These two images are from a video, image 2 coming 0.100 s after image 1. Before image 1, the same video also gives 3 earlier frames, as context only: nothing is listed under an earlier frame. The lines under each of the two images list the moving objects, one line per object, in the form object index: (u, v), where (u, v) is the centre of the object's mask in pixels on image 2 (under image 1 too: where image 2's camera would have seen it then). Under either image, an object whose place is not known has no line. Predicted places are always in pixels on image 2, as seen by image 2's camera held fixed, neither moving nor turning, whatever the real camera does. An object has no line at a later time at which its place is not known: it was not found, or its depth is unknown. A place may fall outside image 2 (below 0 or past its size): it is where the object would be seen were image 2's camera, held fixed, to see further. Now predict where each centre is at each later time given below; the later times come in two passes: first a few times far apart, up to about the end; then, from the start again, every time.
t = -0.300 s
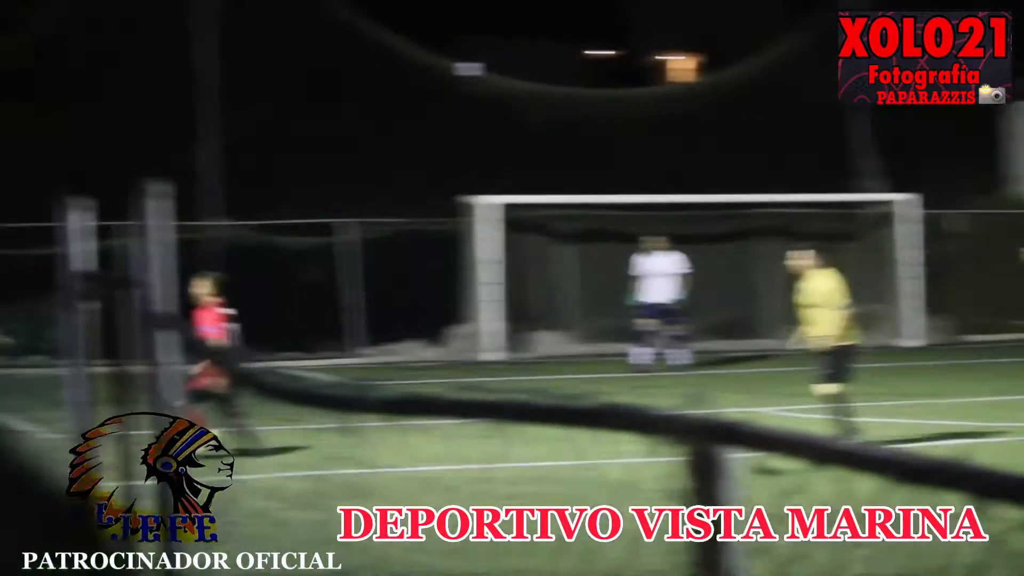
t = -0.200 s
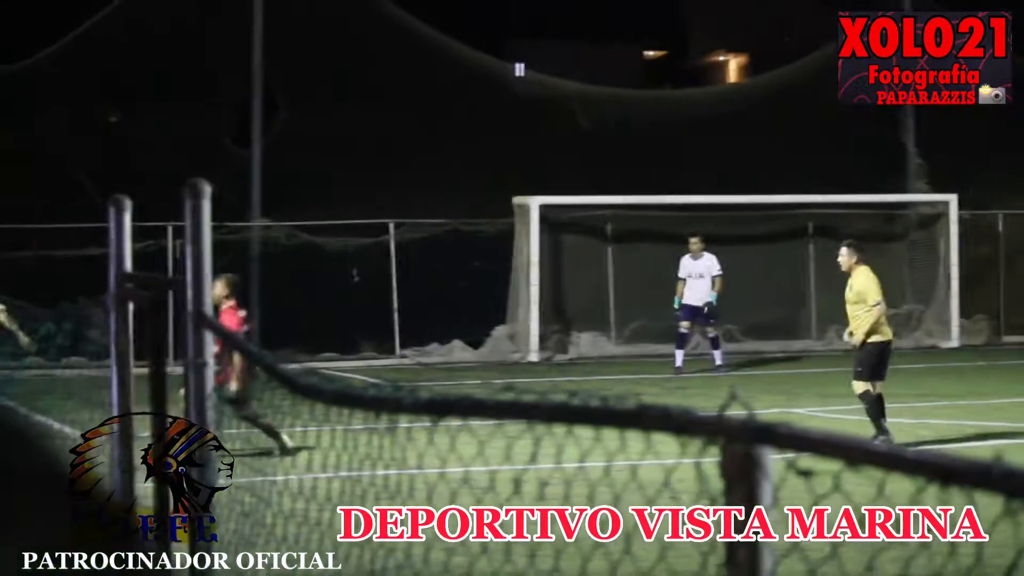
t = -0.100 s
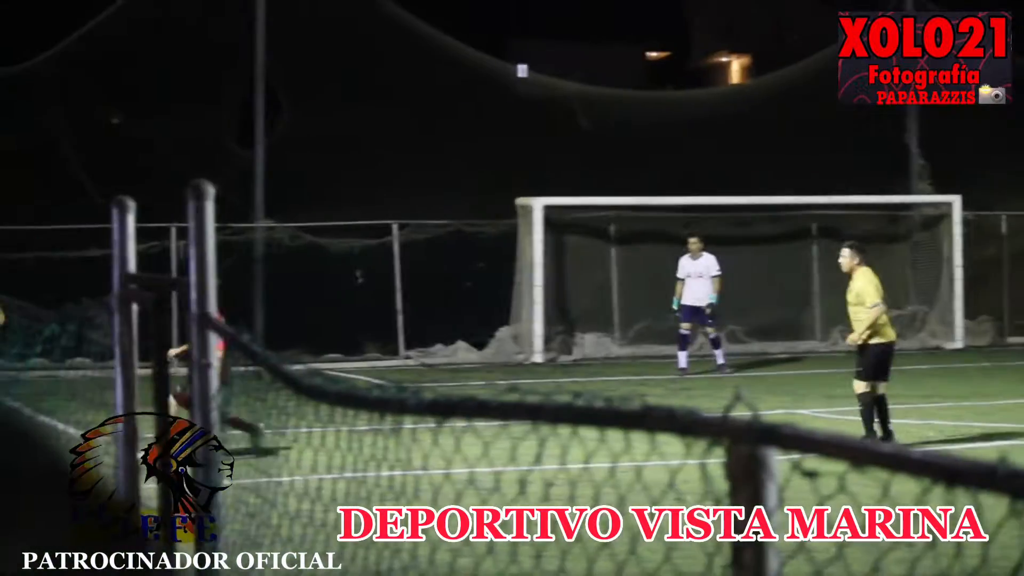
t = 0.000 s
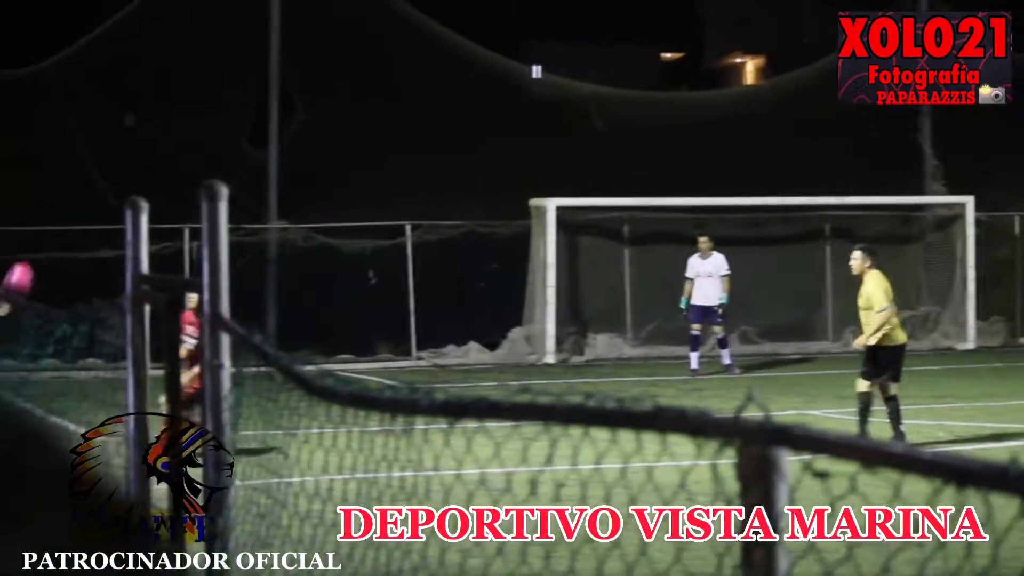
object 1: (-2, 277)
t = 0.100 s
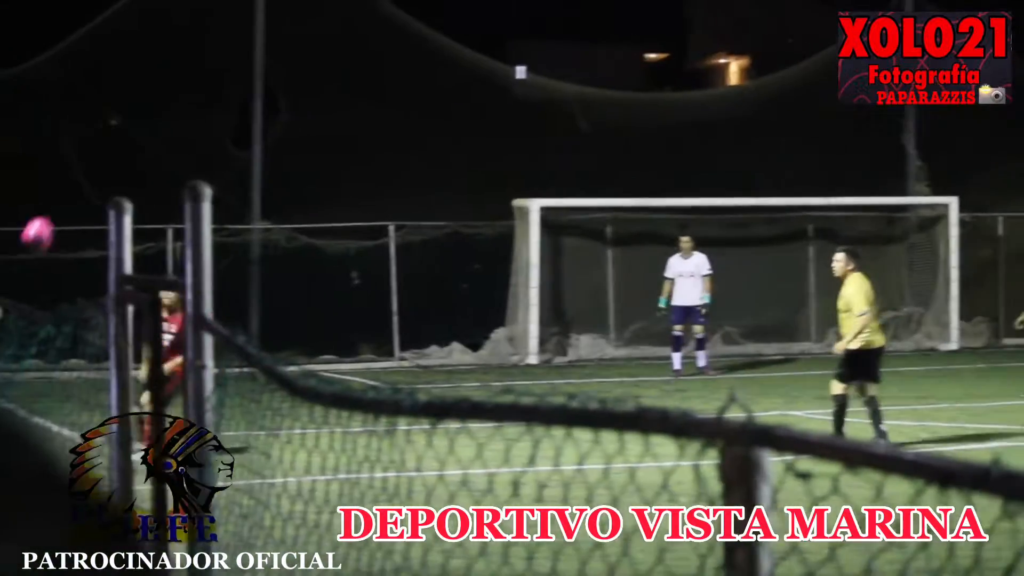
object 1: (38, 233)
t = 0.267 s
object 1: (109, 178)
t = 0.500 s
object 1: (224, 153)
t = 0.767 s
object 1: (411, 255)
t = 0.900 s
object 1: (539, 383)
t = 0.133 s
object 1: (51, 221)
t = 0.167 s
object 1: (65, 208)
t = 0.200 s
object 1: (80, 198)
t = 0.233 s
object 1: (94, 187)
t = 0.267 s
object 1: (109, 178)
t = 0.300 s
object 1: (123, 171)
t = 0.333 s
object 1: (138, 164)
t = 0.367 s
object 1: (154, 159)
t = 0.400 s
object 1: (170, 155)
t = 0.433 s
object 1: (188, 153)
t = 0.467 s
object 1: (205, 152)
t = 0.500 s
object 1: (224, 153)
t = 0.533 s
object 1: (241, 156)
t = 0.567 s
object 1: (265, 162)
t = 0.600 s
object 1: (286, 171)
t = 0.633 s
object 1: (307, 182)
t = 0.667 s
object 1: (331, 195)
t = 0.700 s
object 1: (355, 206)
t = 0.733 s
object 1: (383, 230)
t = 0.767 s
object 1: (411, 255)
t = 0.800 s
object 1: (438, 284)
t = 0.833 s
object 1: (467, 312)
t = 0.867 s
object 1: (500, 352)
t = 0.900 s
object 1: (539, 383)
